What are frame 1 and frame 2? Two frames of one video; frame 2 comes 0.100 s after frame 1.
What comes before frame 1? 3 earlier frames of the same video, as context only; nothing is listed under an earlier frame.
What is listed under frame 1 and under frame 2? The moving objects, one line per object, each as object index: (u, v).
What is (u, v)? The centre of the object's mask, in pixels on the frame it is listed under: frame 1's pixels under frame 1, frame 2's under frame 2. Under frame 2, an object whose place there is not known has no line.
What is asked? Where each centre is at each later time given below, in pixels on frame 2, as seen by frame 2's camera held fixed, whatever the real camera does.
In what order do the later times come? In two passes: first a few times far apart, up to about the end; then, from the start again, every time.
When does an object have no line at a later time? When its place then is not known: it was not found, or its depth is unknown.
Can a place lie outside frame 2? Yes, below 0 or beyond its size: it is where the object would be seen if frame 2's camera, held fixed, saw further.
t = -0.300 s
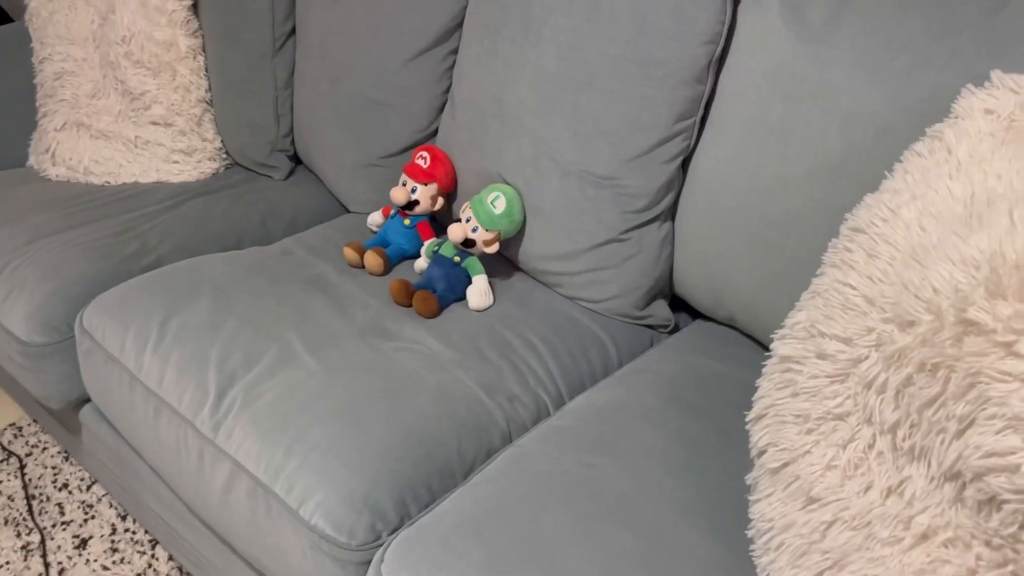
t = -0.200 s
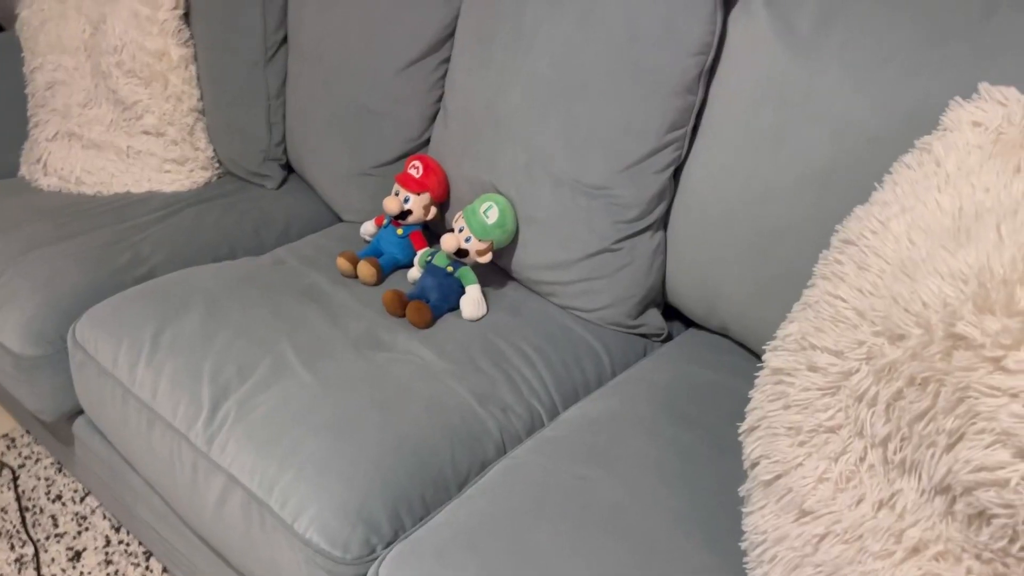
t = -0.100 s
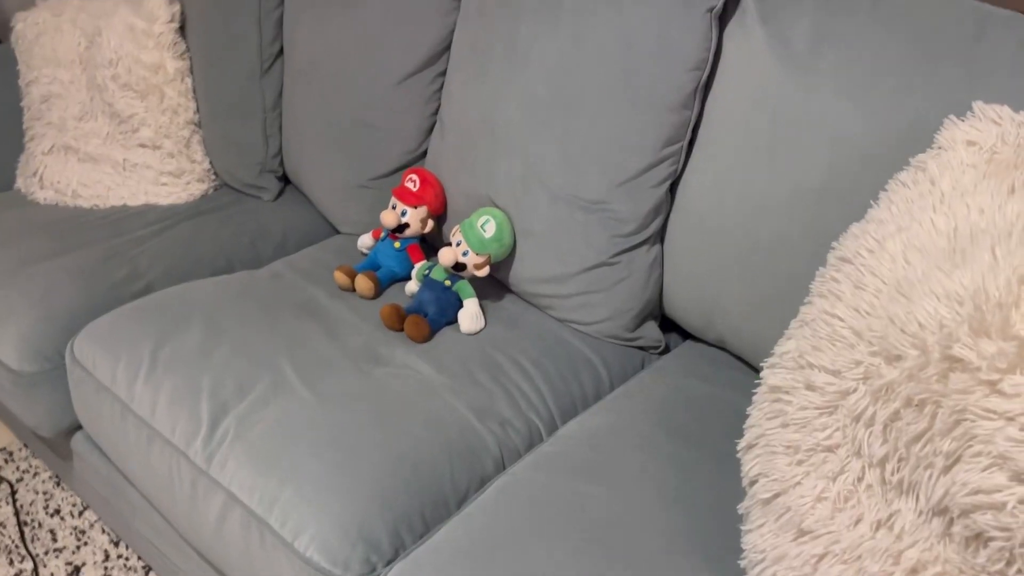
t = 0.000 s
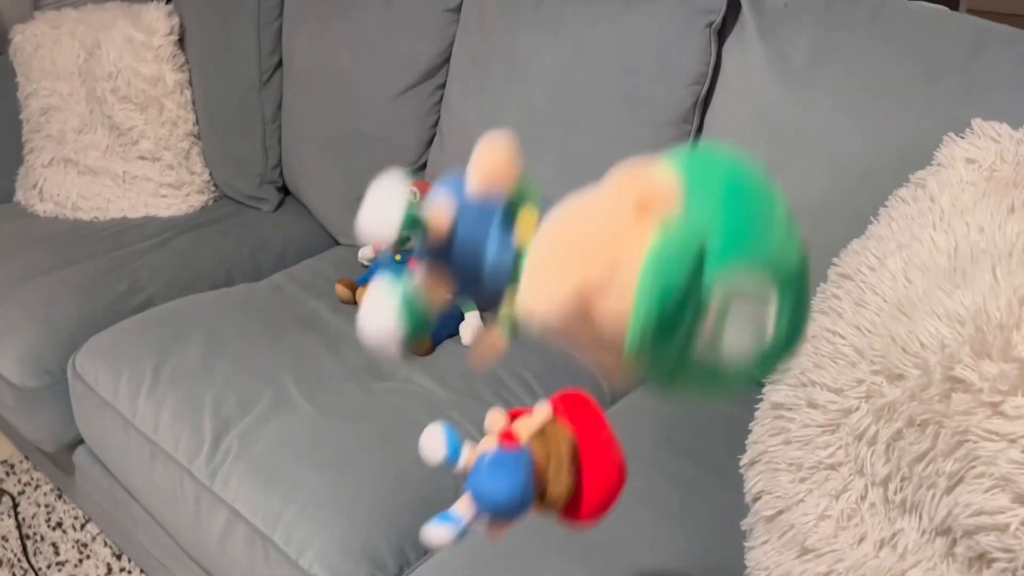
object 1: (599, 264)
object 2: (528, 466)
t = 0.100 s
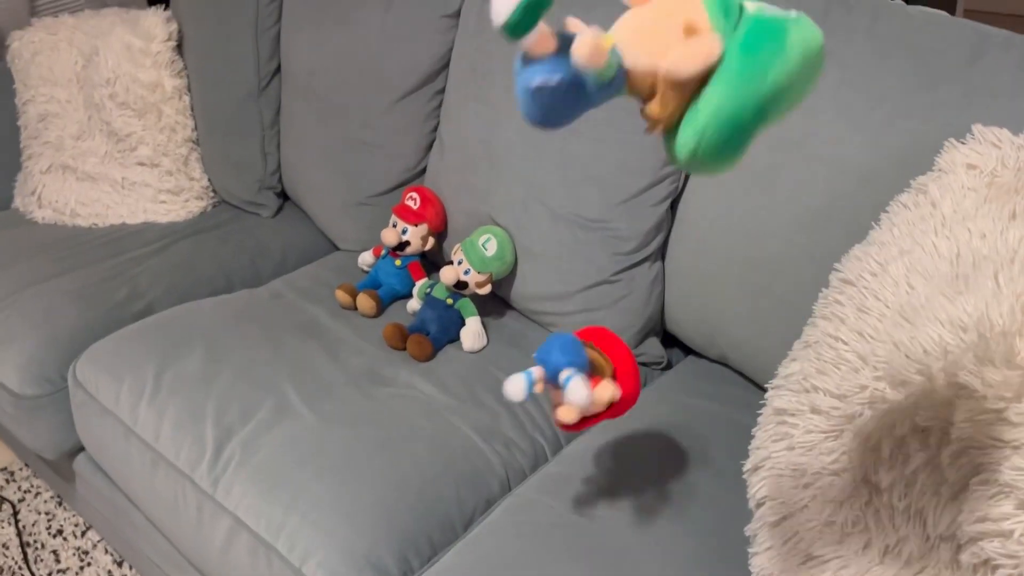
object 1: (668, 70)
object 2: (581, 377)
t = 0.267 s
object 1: (696, 161)
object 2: (581, 335)
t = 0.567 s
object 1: (569, 343)
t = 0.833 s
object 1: (440, 362)
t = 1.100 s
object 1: (396, 342)
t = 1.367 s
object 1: (413, 356)
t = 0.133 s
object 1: (676, 59)
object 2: (590, 373)
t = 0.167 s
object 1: (683, 62)
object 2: (600, 373)
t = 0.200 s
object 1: (689, 83)
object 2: (604, 378)
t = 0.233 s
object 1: (692, 120)
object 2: (594, 353)
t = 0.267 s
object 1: (696, 161)
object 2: (581, 335)
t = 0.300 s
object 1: (700, 204)
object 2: (566, 334)
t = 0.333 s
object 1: (706, 249)
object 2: (551, 343)
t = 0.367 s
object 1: (710, 293)
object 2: (536, 359)
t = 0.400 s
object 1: (716, 334)
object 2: (522, 382)
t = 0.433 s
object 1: (687, 366)
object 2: (513, 407)
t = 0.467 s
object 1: (654, 368)
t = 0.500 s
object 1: (623, 356)
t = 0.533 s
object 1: (595, 347)
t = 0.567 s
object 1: (569, 343)
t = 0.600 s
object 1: (545, 345)
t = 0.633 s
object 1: (519, 359)
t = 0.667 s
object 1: (504, 373)
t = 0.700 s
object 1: (489, 371)
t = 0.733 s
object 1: (478, 364)
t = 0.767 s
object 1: (466, 362)
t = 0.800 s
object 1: (454, 362)
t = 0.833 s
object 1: (440, 362)
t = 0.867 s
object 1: (424, 364)
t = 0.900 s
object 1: (412, 367)
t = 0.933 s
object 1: (402, 363)
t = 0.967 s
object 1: (398, 354)
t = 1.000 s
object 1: (397, 346)
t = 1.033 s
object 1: (398, 343)
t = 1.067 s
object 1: (397, 341)
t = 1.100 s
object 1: (396, 342)
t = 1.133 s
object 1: (397, 344)
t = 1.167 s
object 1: (401, 348)
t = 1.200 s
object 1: (406, 352)
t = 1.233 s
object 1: (412, 357)
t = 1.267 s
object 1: (417, 358)
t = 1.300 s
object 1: (416, 357)
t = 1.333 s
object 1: (414, 357)
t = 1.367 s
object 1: (413, 356)
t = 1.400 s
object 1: (414, 356)
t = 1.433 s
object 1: (414, 356)
